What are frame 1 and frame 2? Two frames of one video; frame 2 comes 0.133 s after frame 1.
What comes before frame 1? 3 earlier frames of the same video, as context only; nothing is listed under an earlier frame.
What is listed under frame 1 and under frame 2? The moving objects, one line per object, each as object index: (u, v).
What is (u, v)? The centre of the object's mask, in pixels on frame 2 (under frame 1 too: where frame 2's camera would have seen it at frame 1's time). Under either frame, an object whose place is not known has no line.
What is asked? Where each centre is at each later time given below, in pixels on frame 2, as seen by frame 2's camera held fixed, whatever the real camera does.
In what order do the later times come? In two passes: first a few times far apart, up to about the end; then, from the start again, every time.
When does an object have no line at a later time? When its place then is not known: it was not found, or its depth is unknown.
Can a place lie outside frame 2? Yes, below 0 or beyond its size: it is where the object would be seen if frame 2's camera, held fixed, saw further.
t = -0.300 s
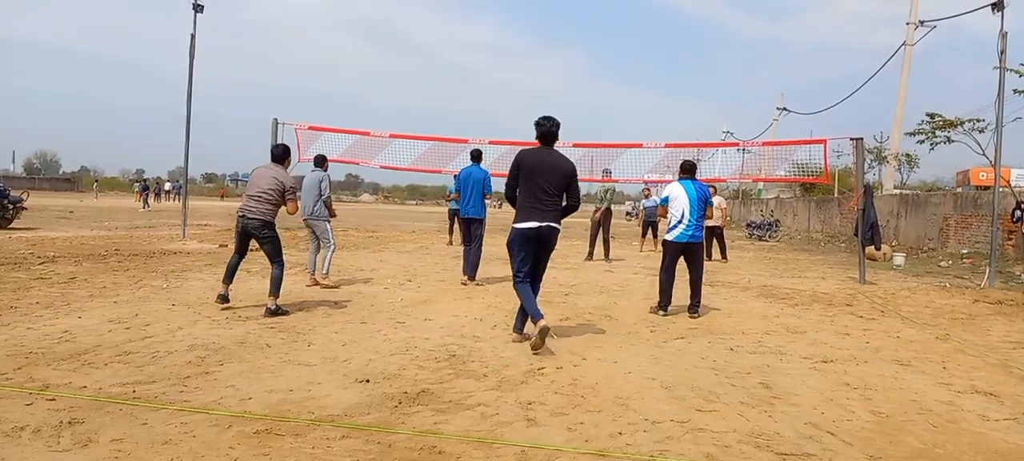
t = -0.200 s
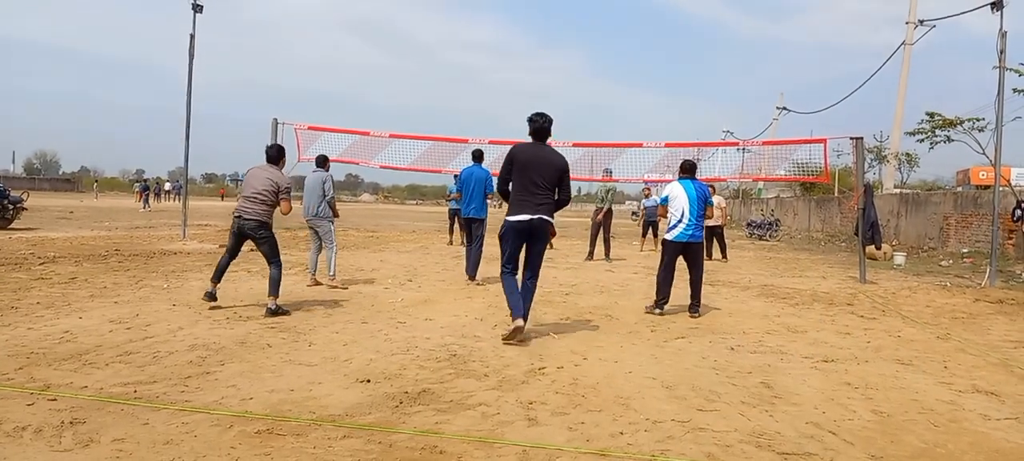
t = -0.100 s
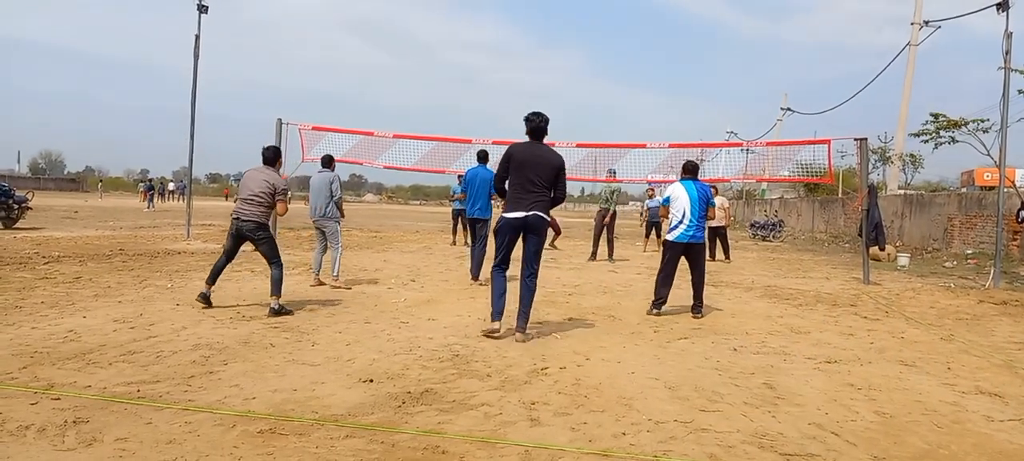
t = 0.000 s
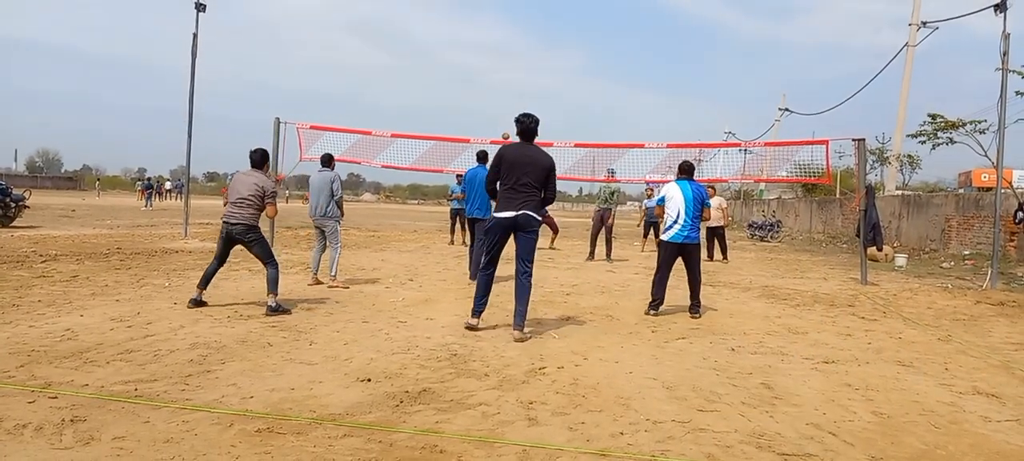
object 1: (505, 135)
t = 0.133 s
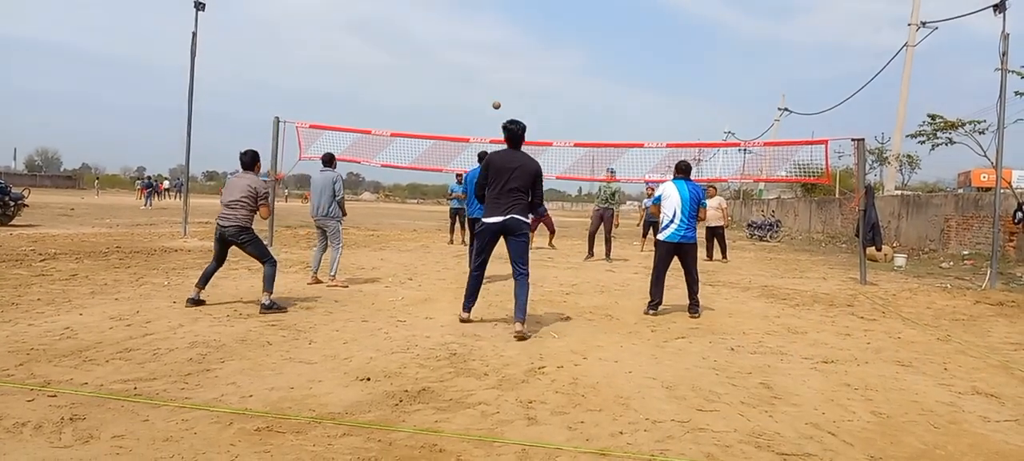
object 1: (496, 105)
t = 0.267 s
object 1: (487, 79)
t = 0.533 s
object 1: (461, 50)
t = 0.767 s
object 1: (432, 54)
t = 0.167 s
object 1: (494, 98)
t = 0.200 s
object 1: (492, 91)
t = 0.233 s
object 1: (489, 85)
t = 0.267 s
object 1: (487, 79)
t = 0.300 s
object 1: (484, 74)
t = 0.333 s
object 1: (480, 69)
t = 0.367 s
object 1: (478, 64)
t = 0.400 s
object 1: (475, 60)
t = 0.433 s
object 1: (472, 57)
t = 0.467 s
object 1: (468, 54)
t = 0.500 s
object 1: (464, 52)
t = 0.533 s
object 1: (461, 50)
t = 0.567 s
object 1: (457, 48)
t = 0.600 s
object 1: (454, 48)
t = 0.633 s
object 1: (449, 47)
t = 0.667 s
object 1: (445, 48)
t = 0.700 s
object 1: (440, 49)
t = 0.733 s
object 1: (437, 51)
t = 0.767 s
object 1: (432, 54)
